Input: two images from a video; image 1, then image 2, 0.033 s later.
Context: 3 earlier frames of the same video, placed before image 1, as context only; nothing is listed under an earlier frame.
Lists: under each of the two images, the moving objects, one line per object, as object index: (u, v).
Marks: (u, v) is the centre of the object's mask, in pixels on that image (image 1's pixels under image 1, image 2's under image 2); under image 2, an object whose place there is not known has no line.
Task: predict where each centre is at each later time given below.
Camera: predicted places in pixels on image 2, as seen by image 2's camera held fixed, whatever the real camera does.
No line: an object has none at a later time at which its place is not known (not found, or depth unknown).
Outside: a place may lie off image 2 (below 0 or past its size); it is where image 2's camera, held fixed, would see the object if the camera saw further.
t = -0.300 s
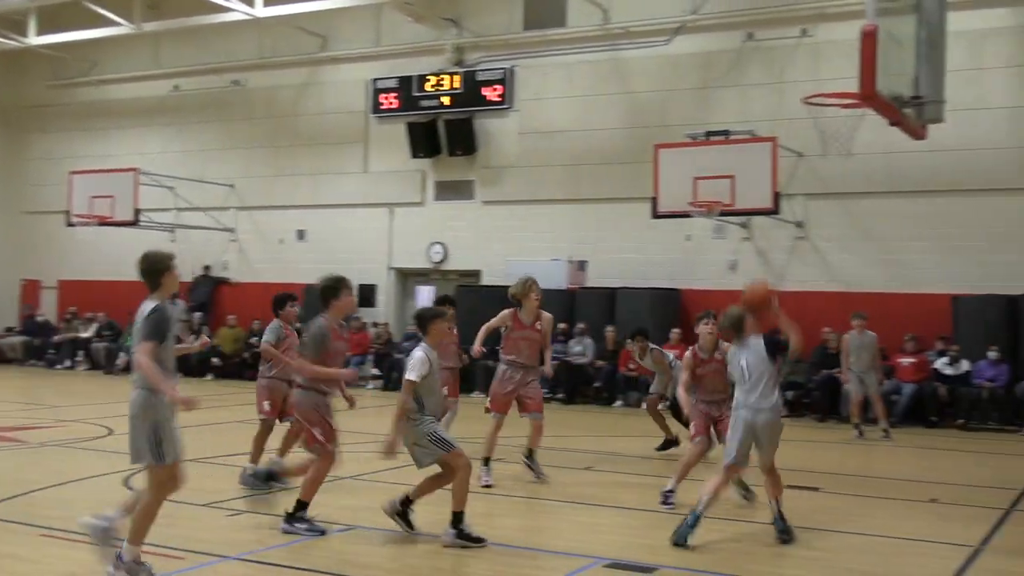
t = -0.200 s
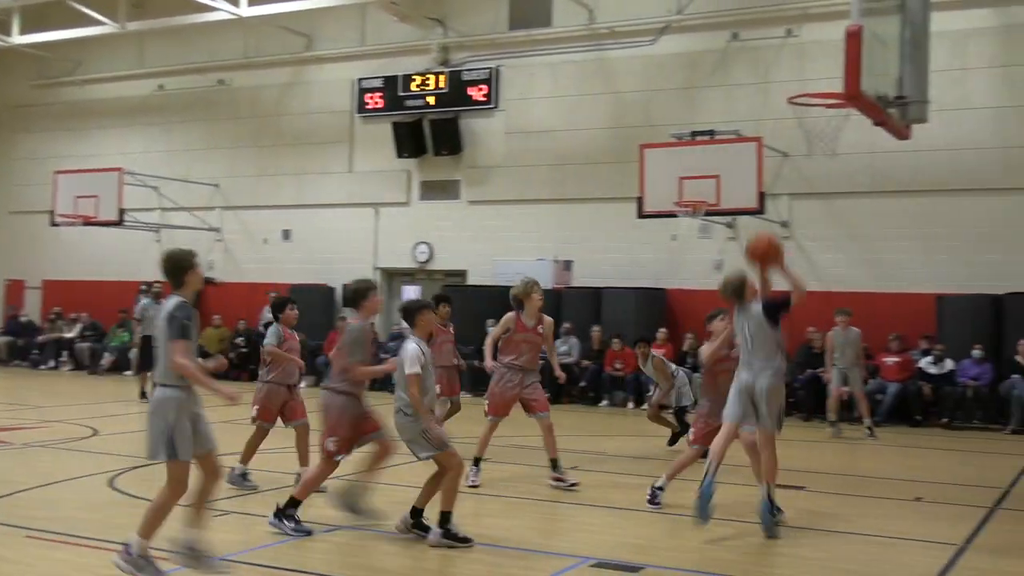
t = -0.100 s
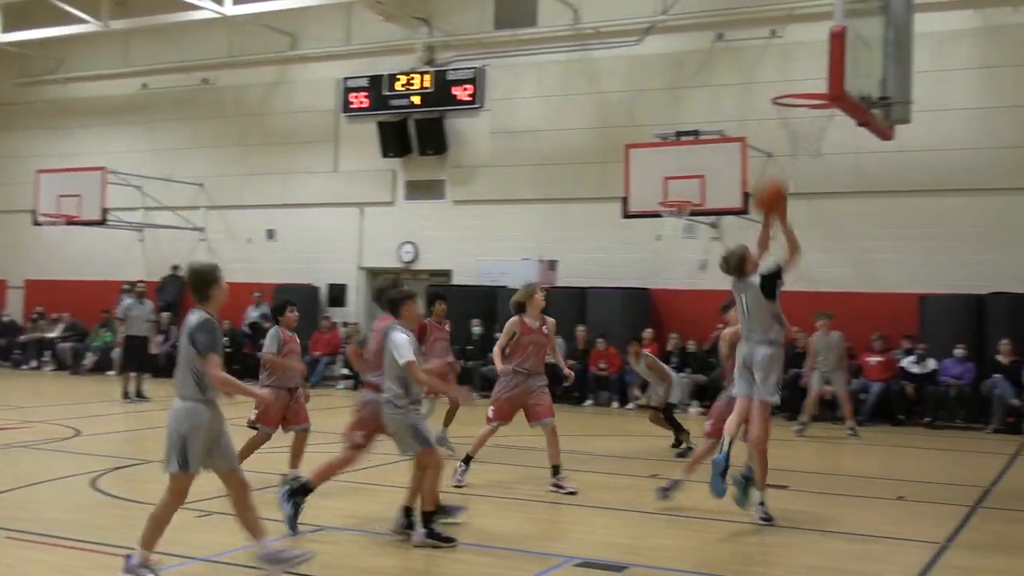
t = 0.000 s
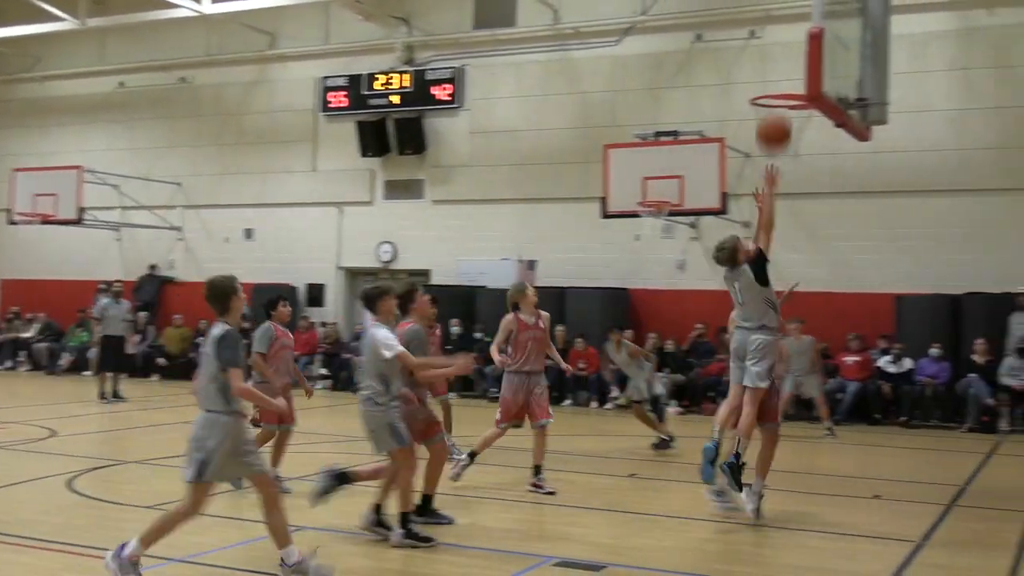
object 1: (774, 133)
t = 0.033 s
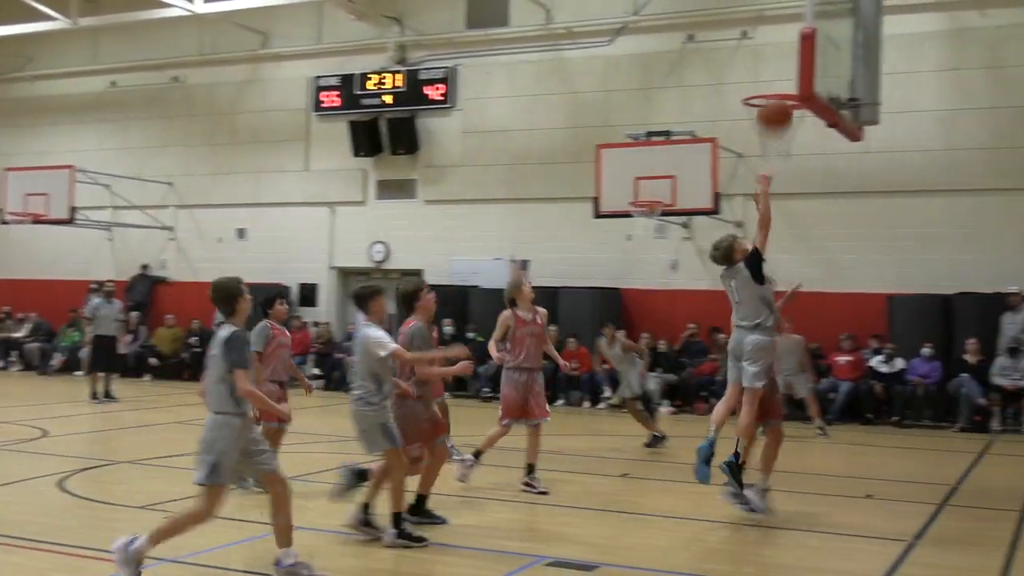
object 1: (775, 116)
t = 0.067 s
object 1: (785, 95)
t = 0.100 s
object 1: (789, 81)
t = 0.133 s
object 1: (790, 71)
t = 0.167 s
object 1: (787, 64)
